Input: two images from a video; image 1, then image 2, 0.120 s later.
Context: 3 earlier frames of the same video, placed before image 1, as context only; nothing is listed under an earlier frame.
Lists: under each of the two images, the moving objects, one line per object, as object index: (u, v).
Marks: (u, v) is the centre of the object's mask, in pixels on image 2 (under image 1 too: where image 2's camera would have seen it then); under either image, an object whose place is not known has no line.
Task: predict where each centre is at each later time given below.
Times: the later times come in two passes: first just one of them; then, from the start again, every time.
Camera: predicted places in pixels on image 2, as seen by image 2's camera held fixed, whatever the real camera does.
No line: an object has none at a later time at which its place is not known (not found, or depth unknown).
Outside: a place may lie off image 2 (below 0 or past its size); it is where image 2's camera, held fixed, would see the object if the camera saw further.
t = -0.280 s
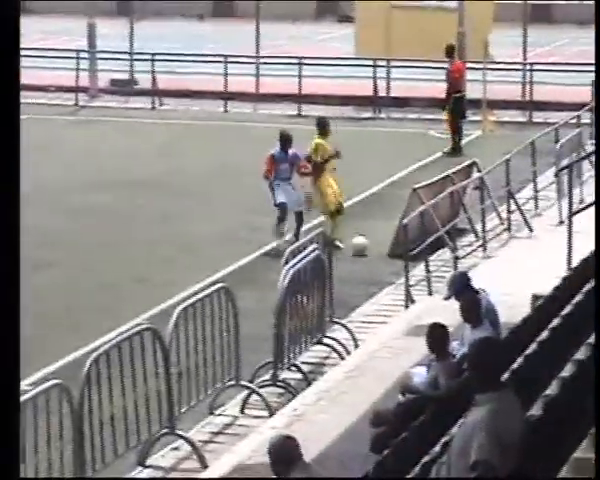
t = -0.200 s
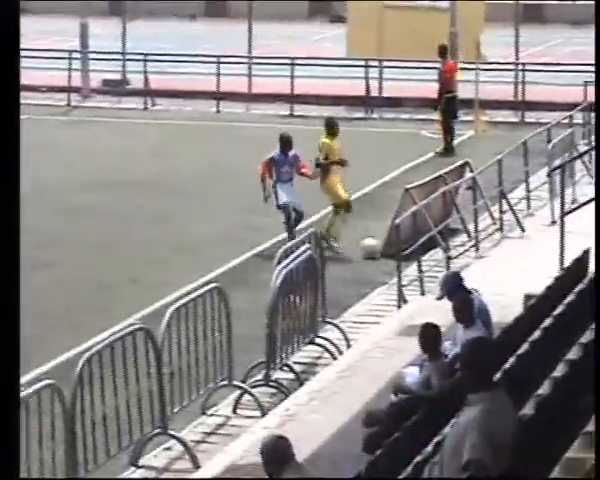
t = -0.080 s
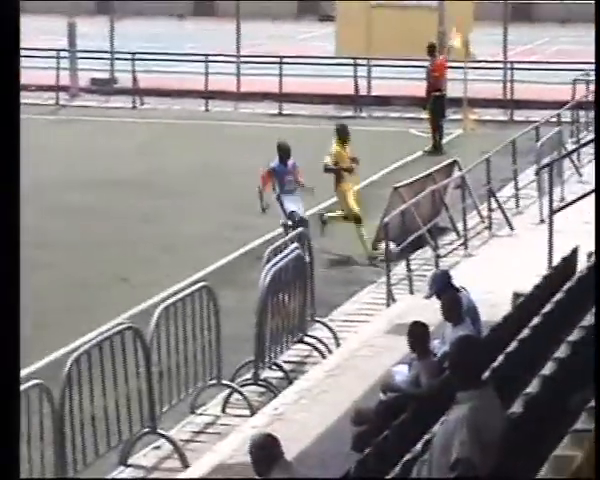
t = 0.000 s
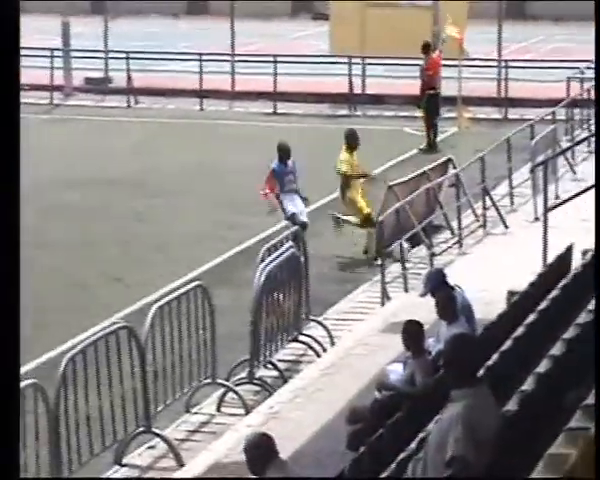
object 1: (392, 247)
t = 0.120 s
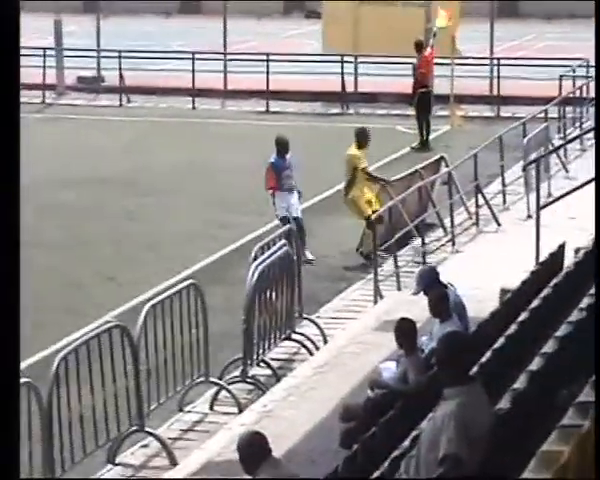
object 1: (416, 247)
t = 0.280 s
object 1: (456, 251)
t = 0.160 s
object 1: (429, 251)
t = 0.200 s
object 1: (438, 252)
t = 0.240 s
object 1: (446, 253)
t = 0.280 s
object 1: (456, 251)
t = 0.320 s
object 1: (465, 251)
